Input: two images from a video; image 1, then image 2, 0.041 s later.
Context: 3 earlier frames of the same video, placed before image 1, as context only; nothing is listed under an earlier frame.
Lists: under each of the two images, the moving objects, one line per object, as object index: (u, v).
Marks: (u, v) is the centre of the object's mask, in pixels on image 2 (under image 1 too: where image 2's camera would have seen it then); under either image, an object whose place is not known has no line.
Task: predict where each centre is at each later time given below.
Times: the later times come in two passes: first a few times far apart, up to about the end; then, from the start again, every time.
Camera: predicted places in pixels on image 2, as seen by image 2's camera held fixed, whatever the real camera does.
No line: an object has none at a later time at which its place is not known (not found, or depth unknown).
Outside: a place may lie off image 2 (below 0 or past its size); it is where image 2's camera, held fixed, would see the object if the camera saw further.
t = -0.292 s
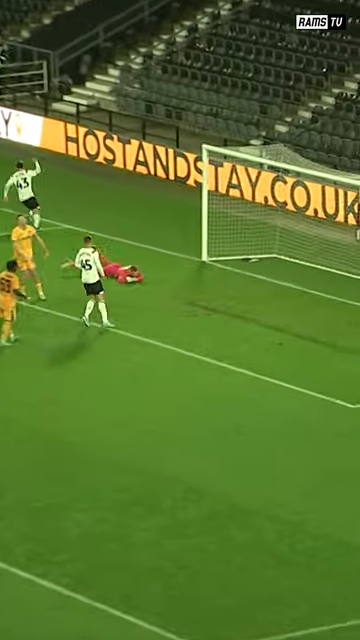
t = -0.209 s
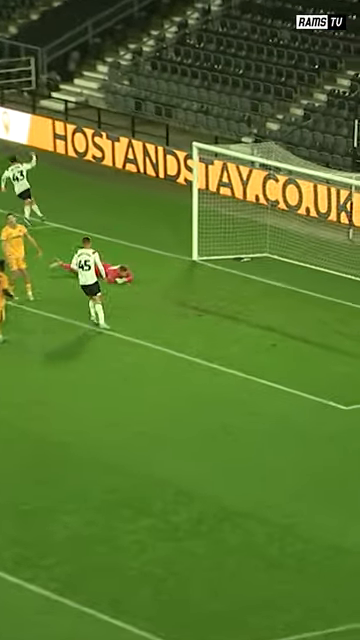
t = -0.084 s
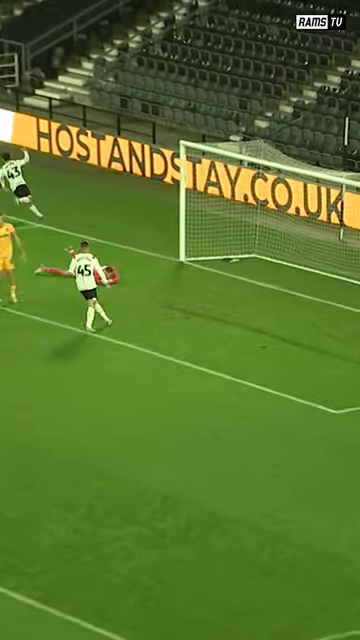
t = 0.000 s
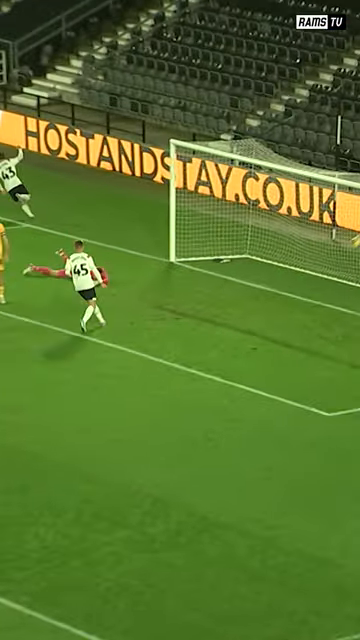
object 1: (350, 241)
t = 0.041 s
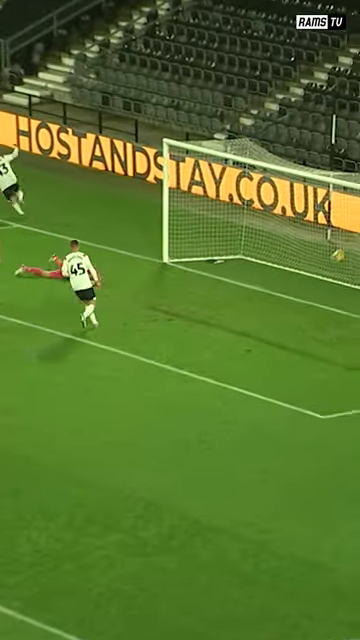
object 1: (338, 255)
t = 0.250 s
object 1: (297, 292)
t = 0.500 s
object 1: (270, 250)
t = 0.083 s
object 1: (329, 265)
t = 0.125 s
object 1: (319, 276)
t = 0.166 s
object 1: (310, 288)
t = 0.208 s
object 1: (302, 299)
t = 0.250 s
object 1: (297, 292)
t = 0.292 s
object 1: (292, 282)
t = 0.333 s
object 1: (288, 275)
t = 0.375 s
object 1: (283, 268)
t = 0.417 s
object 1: (279, 262)
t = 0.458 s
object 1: (274, 257)
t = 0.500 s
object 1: (270, 250)
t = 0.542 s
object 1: (264, 246)
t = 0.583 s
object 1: (260, 243)
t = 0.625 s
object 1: (255, 241)
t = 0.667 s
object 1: (251, 239)
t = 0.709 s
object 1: (247, 239)
